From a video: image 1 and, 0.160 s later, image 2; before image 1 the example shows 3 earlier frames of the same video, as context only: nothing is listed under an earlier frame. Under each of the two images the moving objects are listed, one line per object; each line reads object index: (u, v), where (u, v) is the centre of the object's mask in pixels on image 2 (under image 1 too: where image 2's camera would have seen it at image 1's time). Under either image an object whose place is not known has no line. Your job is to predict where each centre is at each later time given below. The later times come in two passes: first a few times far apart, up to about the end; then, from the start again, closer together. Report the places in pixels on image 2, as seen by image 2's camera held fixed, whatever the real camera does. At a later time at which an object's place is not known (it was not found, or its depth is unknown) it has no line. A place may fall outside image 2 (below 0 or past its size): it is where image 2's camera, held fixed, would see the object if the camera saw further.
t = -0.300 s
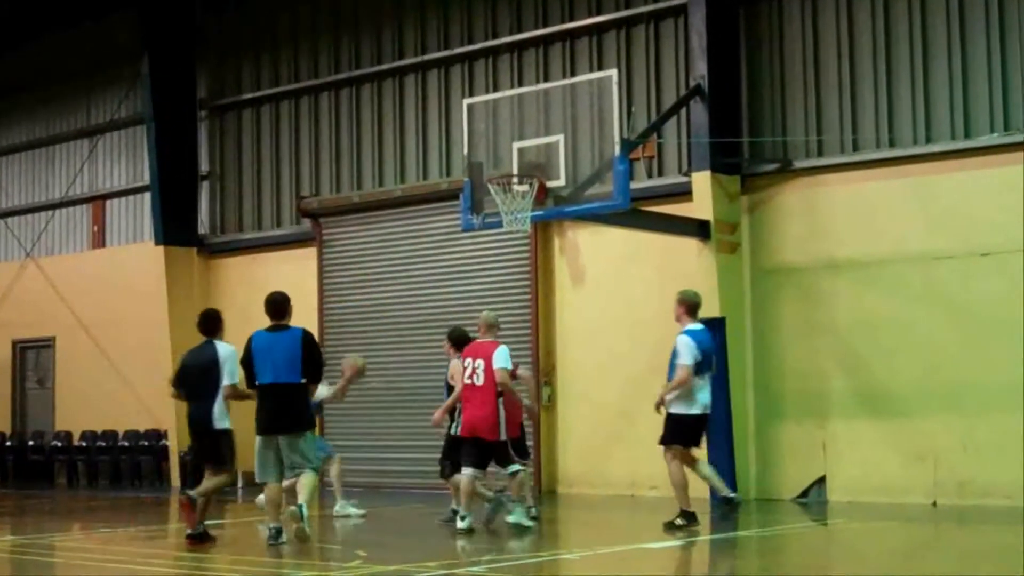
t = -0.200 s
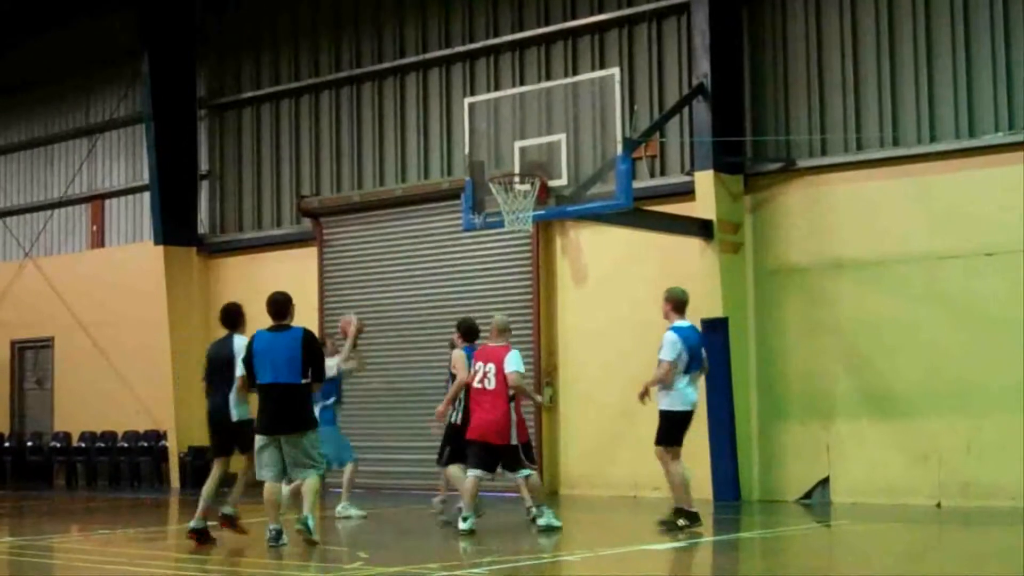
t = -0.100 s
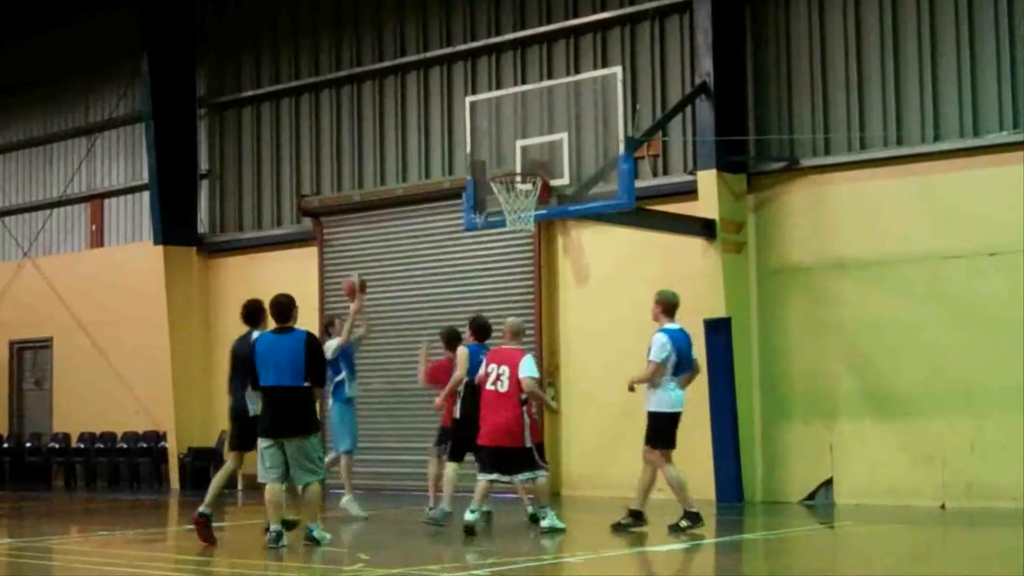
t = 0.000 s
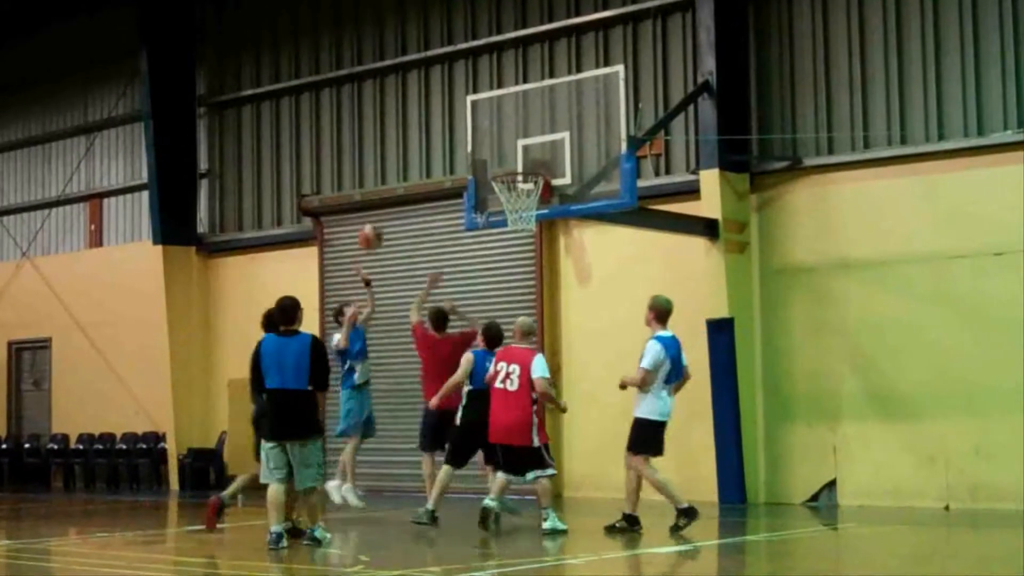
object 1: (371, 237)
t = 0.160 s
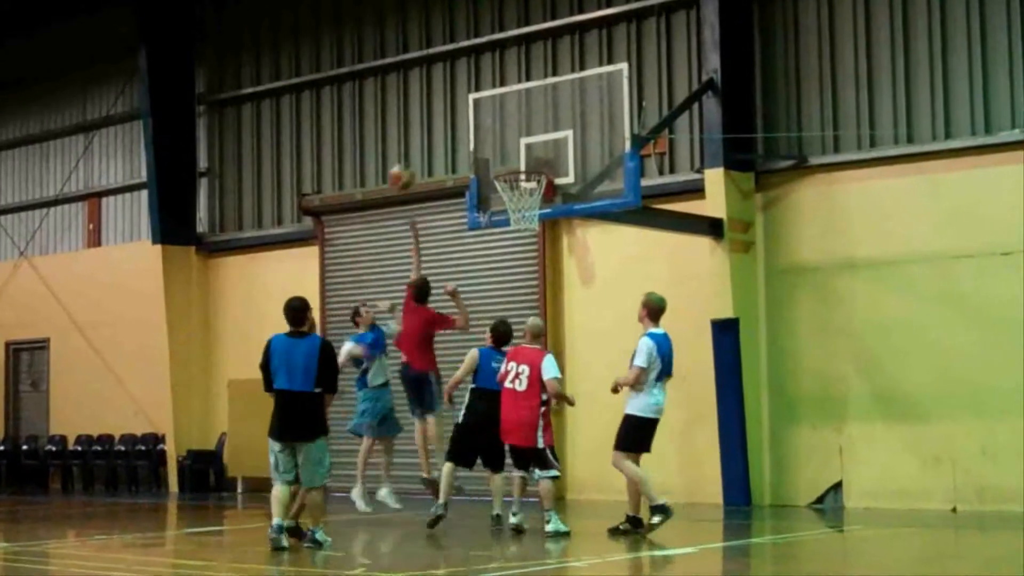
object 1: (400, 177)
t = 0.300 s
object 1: (426, 146)
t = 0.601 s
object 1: (487, 146)
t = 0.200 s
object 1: (407, 167)
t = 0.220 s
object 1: (410, 162)
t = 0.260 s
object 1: (419, 153)
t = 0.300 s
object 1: (426, 146)
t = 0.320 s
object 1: (430, 143)
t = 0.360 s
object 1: (438, 138)
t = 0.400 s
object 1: (447, 135)
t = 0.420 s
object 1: (451, 135)
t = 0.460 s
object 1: (459, 135)
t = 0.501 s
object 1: (467, 136)
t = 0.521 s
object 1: (471, 137)
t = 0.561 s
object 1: (479, 141)
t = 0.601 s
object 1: (487, 146)
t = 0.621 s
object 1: (492, 150)
